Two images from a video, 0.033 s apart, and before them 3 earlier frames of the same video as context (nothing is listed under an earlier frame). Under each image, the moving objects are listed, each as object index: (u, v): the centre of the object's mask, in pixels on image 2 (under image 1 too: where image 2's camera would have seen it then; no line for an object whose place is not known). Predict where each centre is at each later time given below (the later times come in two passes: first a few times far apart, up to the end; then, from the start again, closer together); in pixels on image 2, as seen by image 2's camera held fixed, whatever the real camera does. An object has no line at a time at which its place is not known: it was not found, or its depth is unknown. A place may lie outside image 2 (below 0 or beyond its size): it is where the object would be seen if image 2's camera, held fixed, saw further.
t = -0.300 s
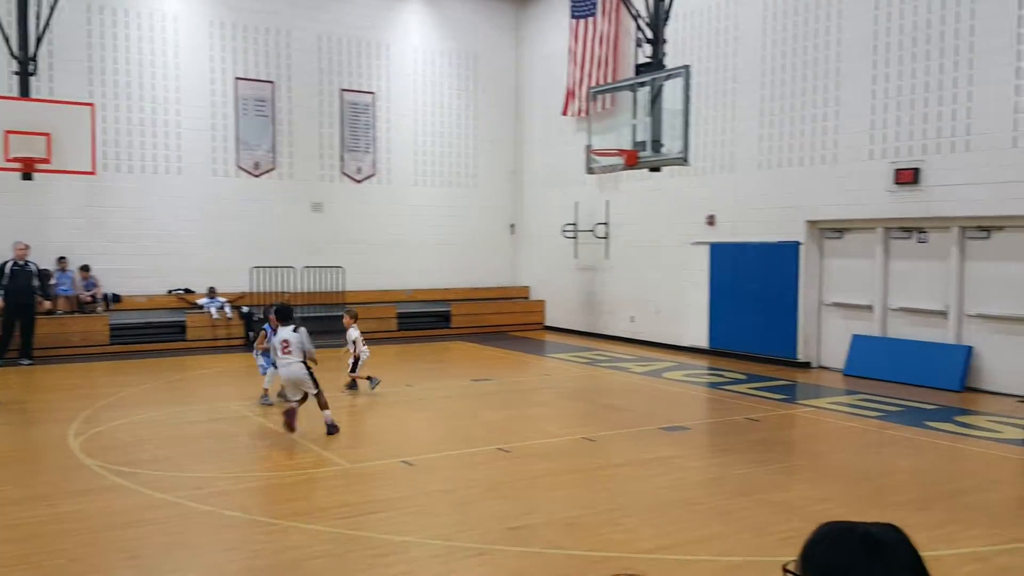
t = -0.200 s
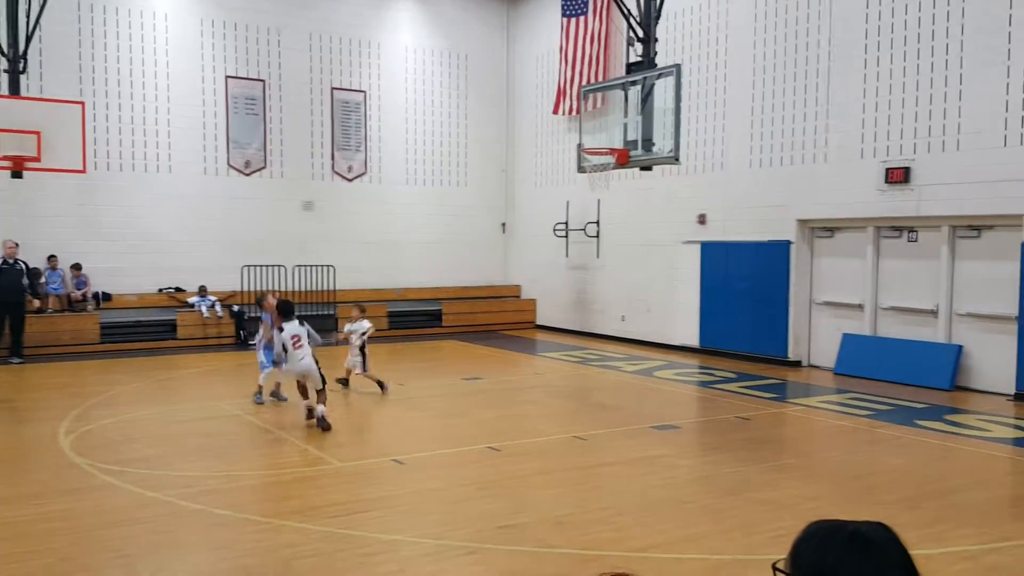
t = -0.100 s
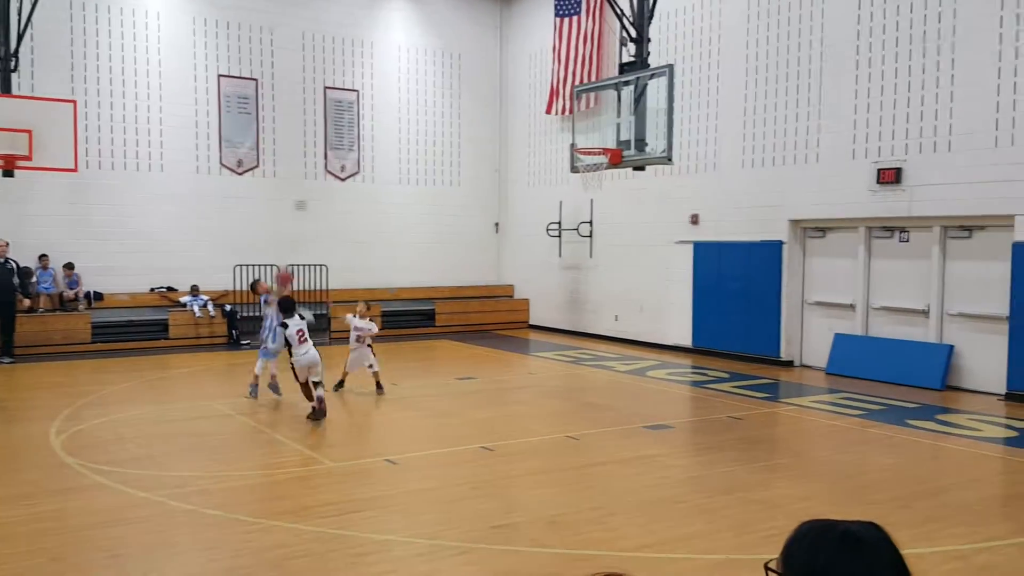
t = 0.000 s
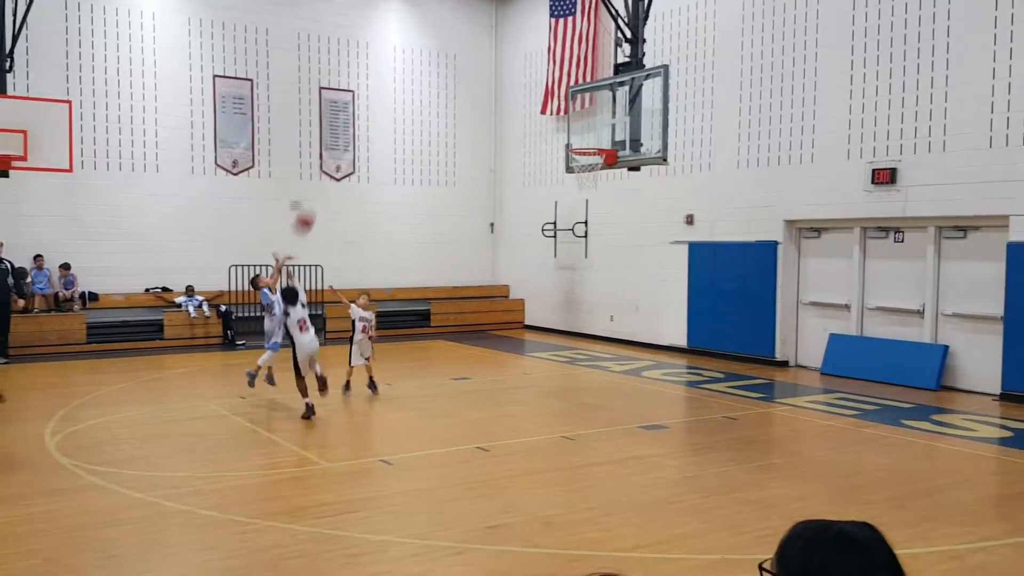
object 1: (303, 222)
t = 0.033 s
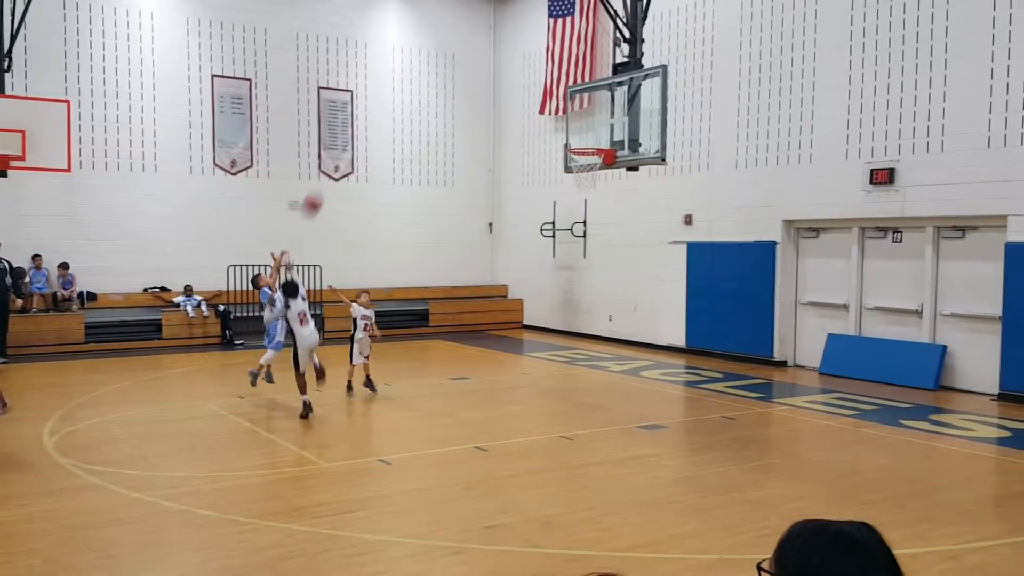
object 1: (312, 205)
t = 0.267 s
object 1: (376, 109)
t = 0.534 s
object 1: (447, 60)
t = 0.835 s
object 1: (520, 76)
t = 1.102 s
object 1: (583, 145)
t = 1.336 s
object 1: (610, 210)
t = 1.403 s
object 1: (615, 230)
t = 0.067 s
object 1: (321, 189)
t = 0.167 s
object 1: (348, 144)
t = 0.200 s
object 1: (358, 132)
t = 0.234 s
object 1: (368, 120)
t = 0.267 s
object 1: (376, 109)
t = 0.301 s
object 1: (385, 100)
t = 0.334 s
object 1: (394, 91)
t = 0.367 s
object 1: (403, 84)
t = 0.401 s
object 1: (412, 77)
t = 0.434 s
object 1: (420, 71)
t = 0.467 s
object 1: (429, 67)
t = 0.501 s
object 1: (438, 63)
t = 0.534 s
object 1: (447, 60)
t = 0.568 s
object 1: (456, 58)
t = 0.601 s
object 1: (464, 57)
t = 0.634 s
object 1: (473, 57)
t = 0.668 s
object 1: (480, 58)
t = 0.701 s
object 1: (488, 59)
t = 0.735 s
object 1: (496, 62)
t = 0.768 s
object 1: (503, 66)
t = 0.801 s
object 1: (511, 71)
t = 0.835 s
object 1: (520, 76)
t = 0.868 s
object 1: (527, 82)
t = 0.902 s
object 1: (536, 90)
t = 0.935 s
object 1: (543, 97)
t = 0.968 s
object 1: (552, 108)
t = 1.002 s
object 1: (558, 116)
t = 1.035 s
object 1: (567, 128)
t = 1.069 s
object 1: (575, 137)
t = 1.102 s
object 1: (583, 145)
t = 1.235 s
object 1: (602, 187)
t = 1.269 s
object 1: (605, 194)
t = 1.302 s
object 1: (607, 201)
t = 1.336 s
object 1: (610, 210)
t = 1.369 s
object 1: (612, 219)
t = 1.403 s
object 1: (615, 230)
